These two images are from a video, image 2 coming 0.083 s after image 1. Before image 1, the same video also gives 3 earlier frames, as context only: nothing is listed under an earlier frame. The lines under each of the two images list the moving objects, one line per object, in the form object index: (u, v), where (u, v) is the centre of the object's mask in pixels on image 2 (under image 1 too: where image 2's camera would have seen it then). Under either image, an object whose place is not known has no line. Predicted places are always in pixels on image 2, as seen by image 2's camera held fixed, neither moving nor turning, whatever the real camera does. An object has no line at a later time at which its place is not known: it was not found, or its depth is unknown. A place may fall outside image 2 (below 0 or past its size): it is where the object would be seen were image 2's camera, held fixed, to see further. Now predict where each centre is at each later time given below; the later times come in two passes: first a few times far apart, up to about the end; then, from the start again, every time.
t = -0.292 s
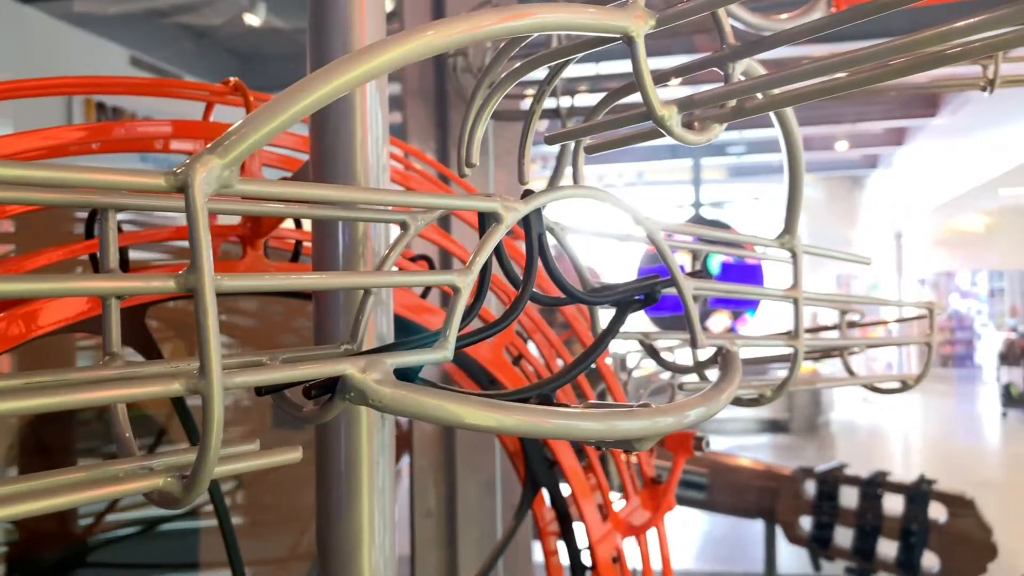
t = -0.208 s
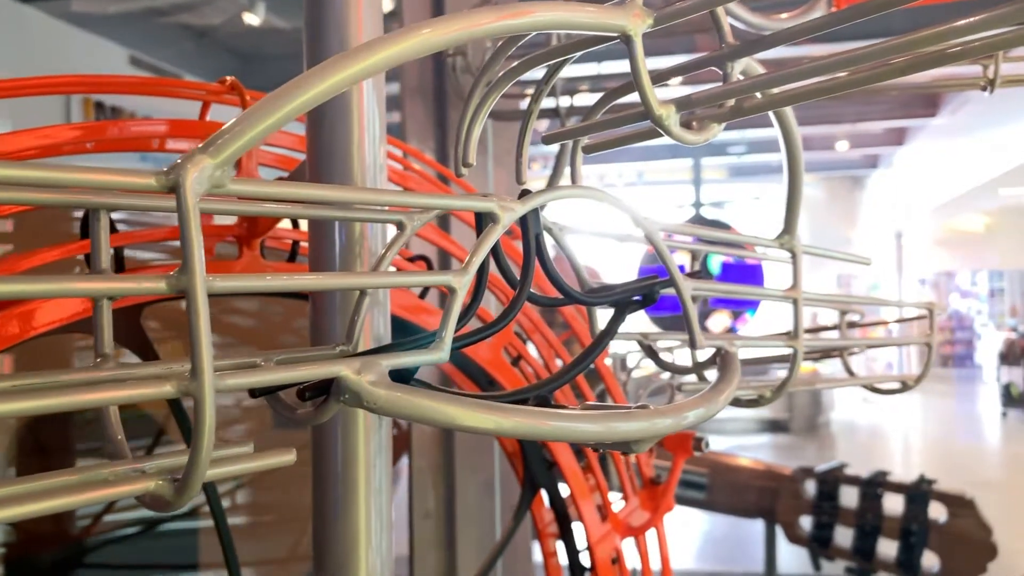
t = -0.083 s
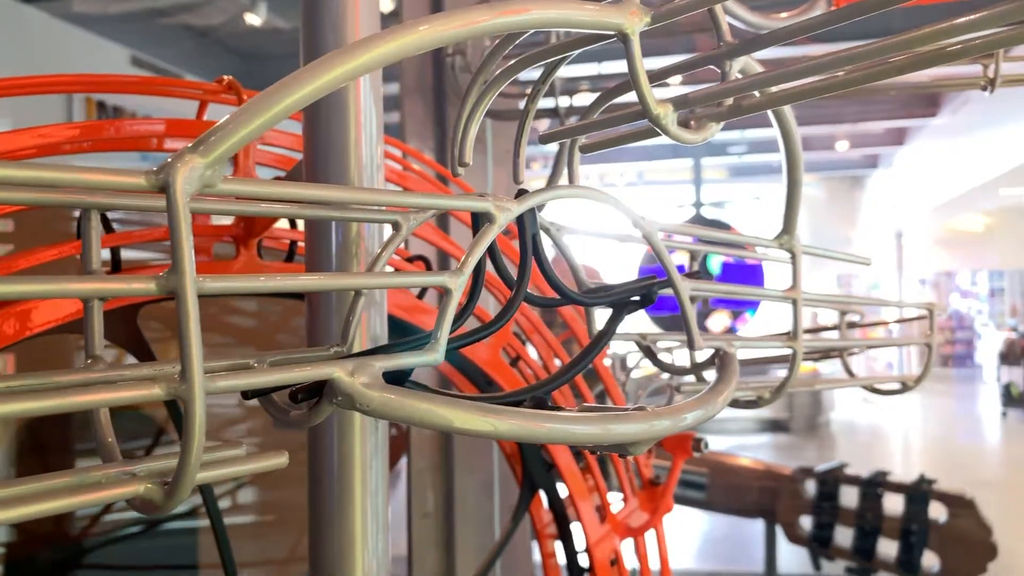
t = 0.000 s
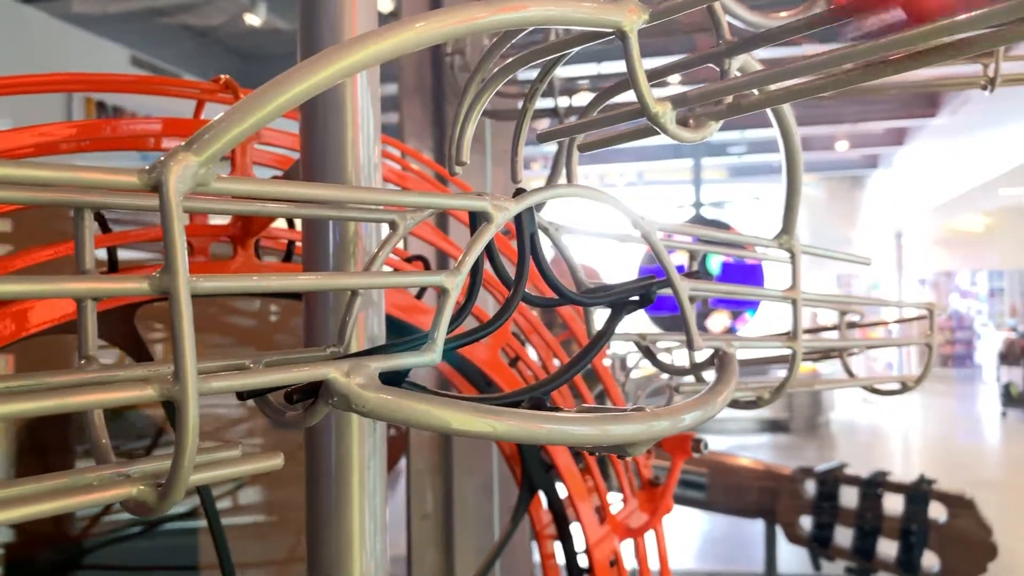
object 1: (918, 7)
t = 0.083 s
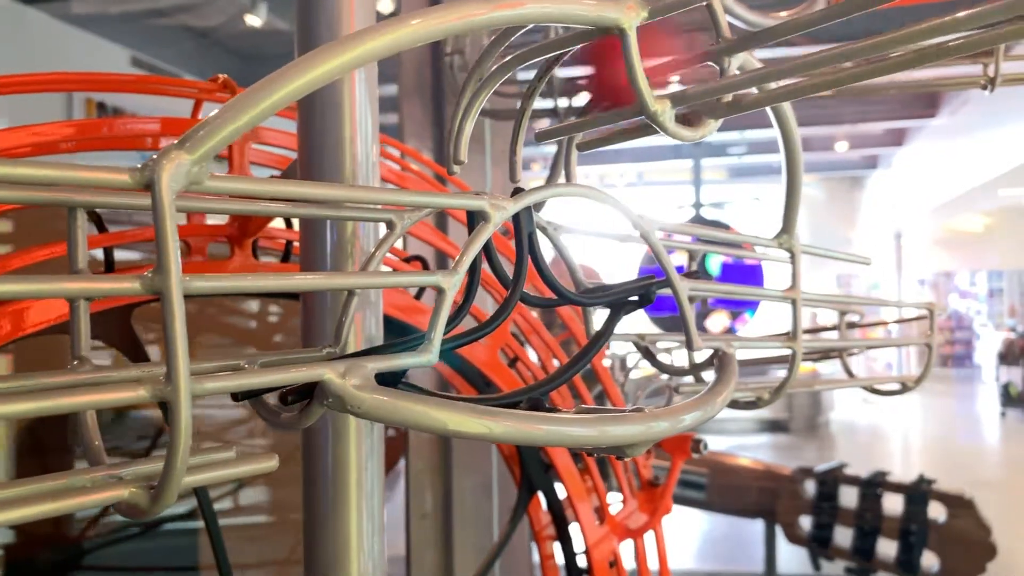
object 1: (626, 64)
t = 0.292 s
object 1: (617, 276)
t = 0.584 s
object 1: (763, 354)
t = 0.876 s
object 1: (871, 356)
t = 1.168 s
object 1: (868, 364)
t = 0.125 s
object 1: (527, 108)
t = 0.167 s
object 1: (536, 179)
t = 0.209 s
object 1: (579, 250)
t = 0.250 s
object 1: (594, 260)
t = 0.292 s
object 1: (617, 276)
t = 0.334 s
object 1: (636, 295)
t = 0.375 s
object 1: (652, 304)
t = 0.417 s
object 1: (678, 315)
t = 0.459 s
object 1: (704, 317)
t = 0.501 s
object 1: (735, 340)
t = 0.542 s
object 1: (754, 352)
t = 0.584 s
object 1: (763, 354)
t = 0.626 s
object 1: (779, 356)
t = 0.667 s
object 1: (803, 358)
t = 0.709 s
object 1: (821, 356)
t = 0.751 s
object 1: (830, 356)
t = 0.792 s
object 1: (844, 356)
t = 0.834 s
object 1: (858, 356)
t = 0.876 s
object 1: (871, 356)
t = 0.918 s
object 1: (883, 355)
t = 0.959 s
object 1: (893, 356)
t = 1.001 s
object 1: (899, 361)
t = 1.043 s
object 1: (899, 362)
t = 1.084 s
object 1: (893, 362)
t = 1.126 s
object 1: (882, 363)
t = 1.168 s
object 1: (868, 364)
